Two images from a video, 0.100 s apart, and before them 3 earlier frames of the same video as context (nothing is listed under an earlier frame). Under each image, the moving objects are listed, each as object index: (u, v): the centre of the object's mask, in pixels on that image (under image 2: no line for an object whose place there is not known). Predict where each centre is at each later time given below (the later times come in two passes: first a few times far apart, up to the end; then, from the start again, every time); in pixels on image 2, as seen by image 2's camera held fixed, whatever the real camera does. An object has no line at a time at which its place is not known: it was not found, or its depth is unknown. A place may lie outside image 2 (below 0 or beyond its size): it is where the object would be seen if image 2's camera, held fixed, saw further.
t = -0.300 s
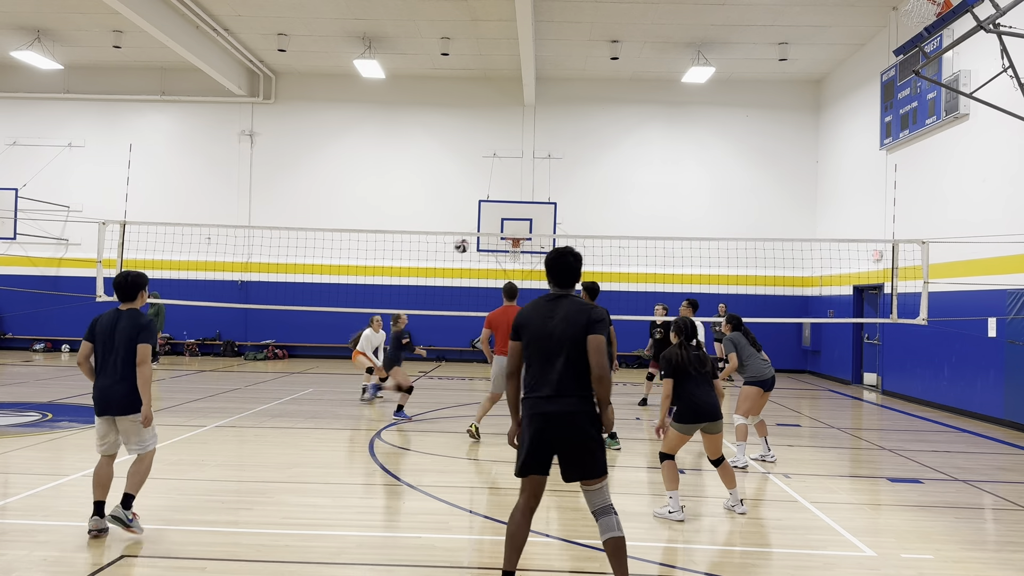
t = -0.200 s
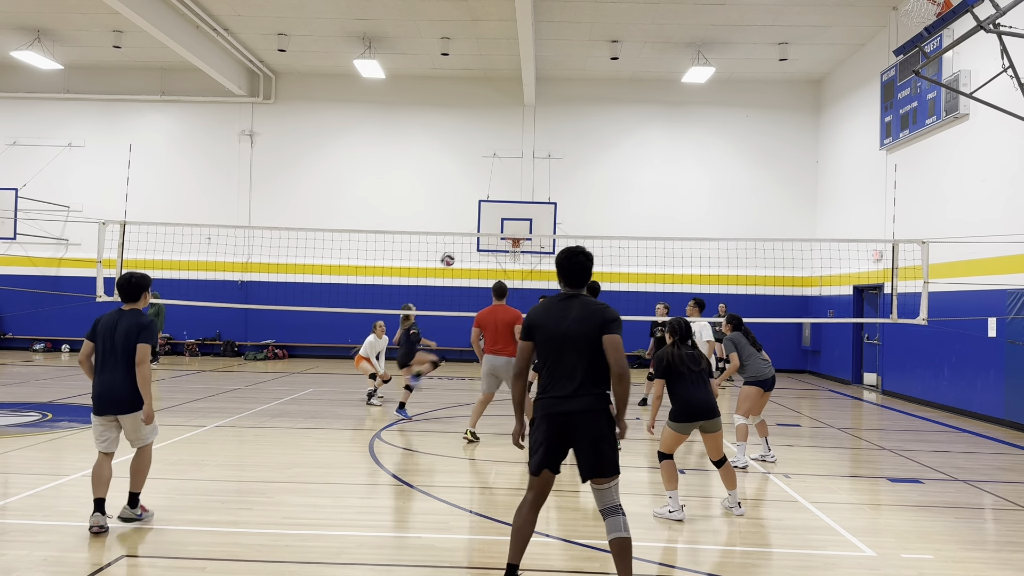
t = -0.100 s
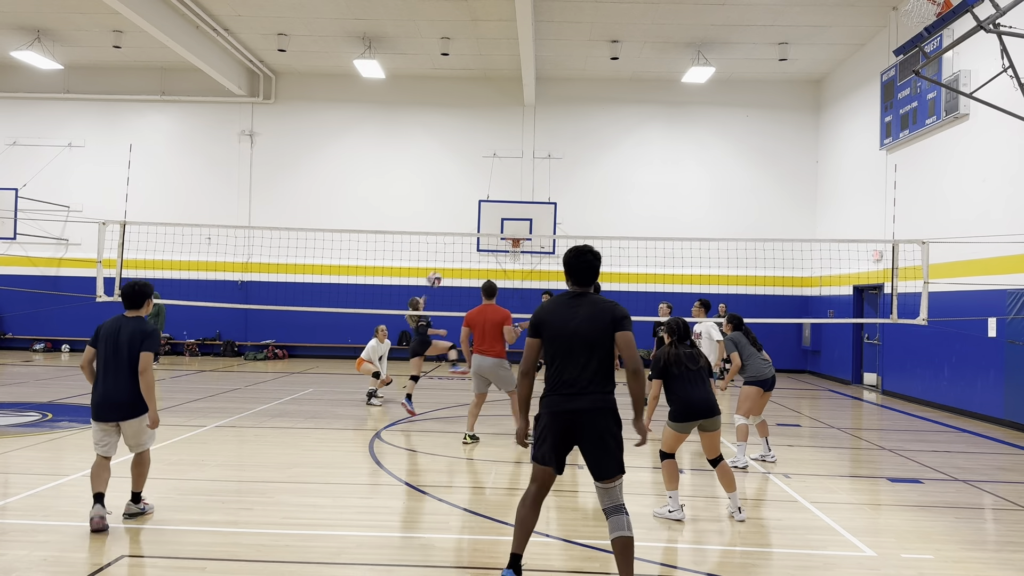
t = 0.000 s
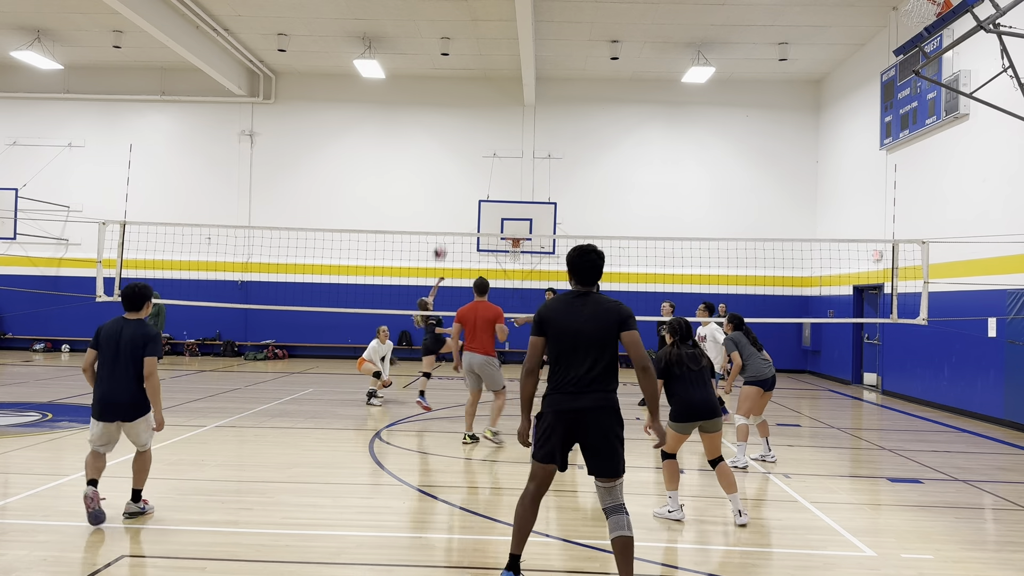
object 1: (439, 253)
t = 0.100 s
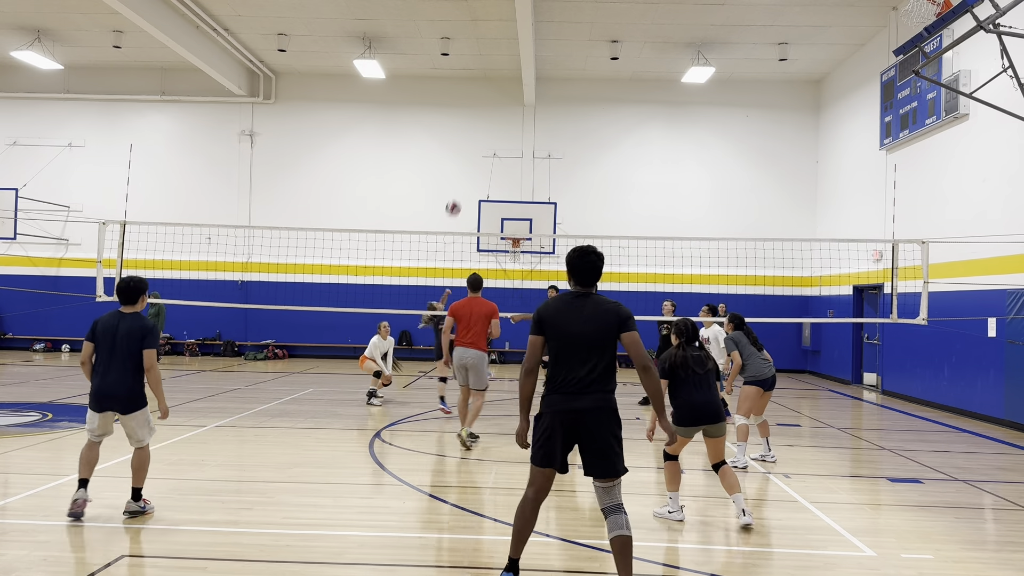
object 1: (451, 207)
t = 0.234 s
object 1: (469, 153)
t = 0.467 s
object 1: (504, 81)
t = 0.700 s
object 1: (544, 43)
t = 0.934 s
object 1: (586, 62)
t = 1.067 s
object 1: (617, 107)
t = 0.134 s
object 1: (457, 194)
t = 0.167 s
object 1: (461, 180)
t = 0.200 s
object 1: (465, 167)
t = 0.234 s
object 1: (469, 153)
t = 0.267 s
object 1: (474, 142)
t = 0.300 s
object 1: (480, 129)
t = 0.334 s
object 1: (483, 119)
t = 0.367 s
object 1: (489, 107)
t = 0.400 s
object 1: (494, 98)
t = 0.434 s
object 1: (499, 89)
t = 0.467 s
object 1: (504, 81)
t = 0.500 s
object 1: (509, 72)
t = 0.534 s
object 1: (515, 65)
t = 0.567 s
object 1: (521, 59)
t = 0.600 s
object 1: (525, 54)
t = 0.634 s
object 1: (531, 49)
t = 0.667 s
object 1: (537, 45)
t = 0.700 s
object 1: (544, 43)
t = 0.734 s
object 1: (549, 42)
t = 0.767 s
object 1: (554, 42)
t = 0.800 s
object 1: (565, 43)
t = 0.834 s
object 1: (568, 45)
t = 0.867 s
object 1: (575, 49)
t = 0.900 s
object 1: (580, 55)
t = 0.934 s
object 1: (586, 62)
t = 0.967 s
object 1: (594, 71)
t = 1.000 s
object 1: (604, 81)
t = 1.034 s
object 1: (610, 93)
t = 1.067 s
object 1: (617, 107)
